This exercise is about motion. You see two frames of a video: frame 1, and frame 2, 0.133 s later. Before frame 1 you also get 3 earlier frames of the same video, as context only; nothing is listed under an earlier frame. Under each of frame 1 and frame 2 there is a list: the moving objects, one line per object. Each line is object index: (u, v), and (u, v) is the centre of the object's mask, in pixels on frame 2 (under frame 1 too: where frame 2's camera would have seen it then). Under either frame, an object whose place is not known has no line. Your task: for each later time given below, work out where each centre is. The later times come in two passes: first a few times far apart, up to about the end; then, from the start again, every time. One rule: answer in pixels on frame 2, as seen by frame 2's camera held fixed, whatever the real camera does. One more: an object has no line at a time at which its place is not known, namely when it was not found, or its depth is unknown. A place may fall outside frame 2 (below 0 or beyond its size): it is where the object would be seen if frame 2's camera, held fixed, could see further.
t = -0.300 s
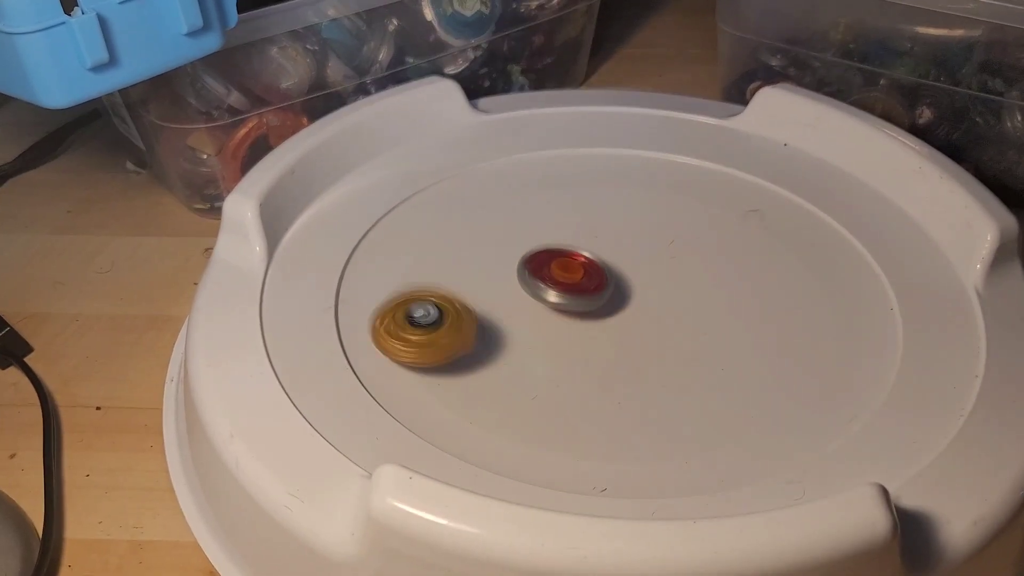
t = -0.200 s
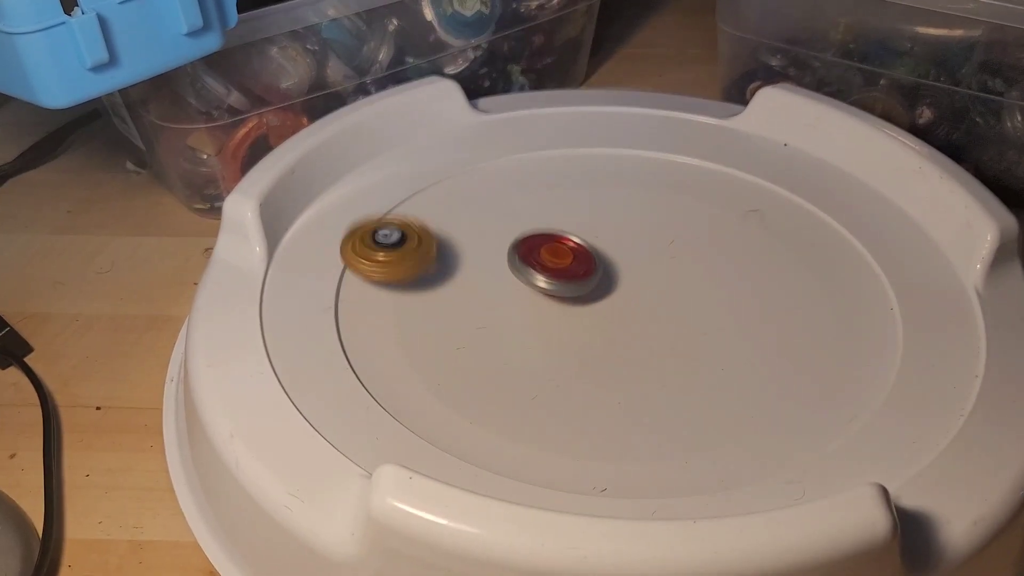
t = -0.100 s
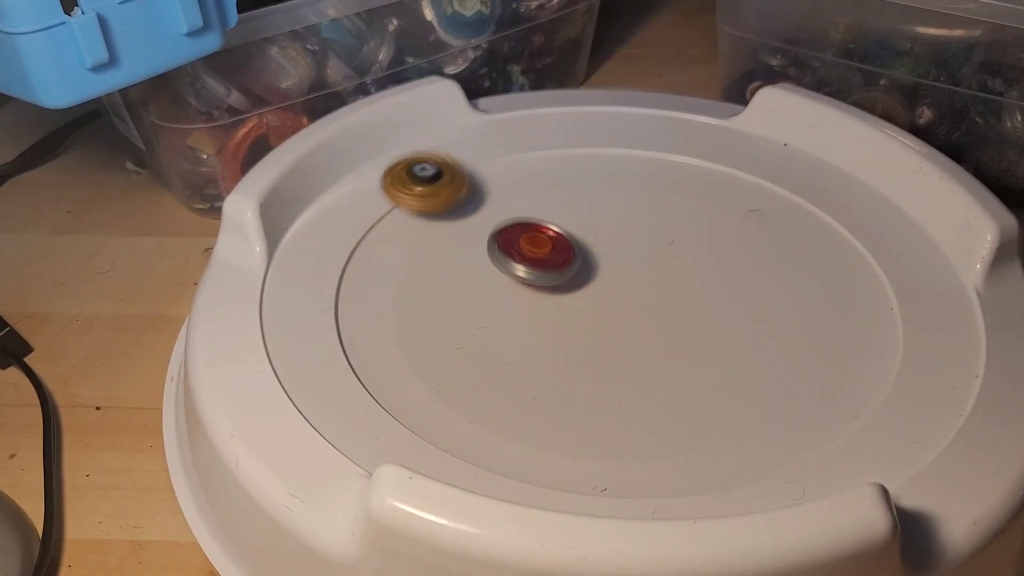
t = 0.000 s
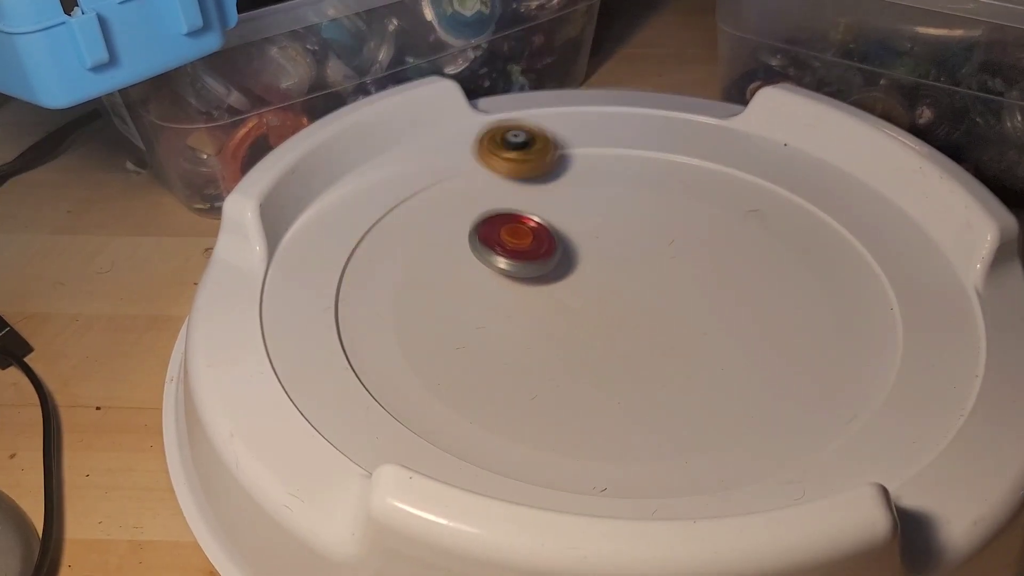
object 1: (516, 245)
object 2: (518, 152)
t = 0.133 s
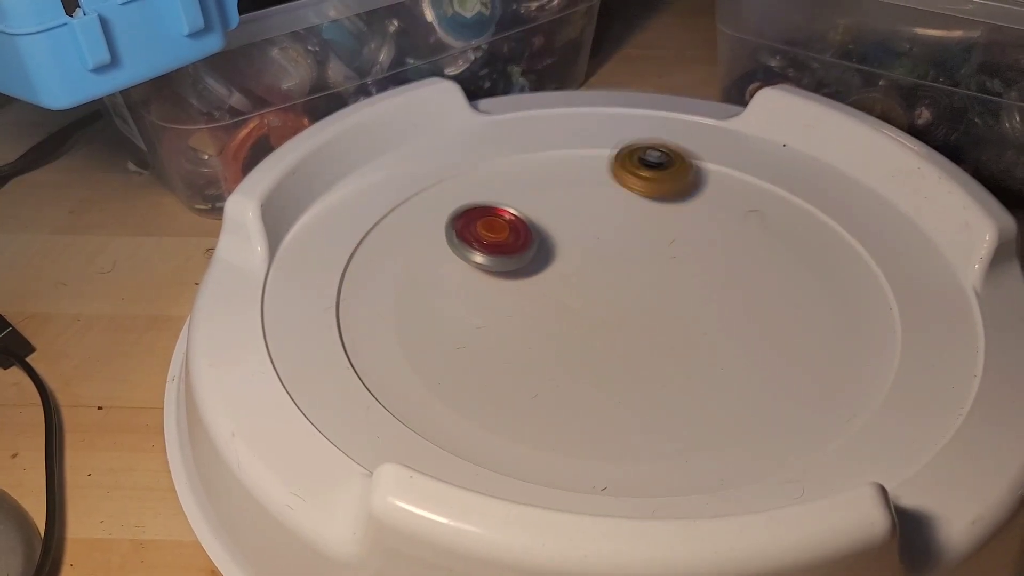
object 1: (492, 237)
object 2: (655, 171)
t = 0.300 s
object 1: (477, 240)
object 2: (772, 276)
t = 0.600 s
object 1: (507, 261)
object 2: (512, 417)
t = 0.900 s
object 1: (578, 272)
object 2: (415, 234)
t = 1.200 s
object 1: (649, 308)
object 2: (729, 193)
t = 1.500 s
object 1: (726, 298)
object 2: (851, 373)
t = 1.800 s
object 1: (761, 274)
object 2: (475, 350)
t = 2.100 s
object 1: (731, 269)
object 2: (553, 165)
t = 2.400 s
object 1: (671, 297)
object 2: (790, 240)
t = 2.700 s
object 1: (628, 330)
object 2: (582, 398)
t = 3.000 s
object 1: (605, 362)
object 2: (403, 232)
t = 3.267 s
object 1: (595, 372)
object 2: (627, 197)
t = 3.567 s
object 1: (582, 356)
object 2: (748, 374)
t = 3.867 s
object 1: (558, 325)
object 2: (441, 363)
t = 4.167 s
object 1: (529, 294)
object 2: (573, 215)
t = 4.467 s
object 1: (516, 271)
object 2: (820, 301)
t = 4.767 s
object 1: (528, 261)
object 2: (580, 398)
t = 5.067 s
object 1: (588, 245)
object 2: (474, 225)
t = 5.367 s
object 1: (690, 296)
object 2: (663, 147)
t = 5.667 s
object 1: (690, 366)
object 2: (779, 256)
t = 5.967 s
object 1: (777, 382)
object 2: (535, 344)
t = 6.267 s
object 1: (795, 329)
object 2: (449, 200)
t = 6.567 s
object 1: (768, 300)
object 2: (659, 251)
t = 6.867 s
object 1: (782, 309)
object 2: (574, 377)
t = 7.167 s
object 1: (715, 306)
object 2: (464, 293)
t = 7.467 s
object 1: (668, 342)
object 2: (663, 249)
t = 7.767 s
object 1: (623, 356)
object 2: (753, 344)
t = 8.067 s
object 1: (495, 346)
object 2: (604, 329)
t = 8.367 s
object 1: (456, 334)
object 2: (699, 230)
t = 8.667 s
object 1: (451, 307)
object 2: (692, 317)
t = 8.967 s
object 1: (404, 263)
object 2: (597, 273)
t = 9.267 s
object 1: (435, 251)
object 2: (647, 314)
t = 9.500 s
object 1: (448, 214)
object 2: (590, 324)
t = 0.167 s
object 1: (487, 237)
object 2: (686, 185)
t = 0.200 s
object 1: (483, 237)
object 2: (715, 204)
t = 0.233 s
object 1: (480, 237)
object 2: (740, 224)
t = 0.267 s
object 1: (478, 238)
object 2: (759, 249)
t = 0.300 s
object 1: (477, 240)
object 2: (772, 276)
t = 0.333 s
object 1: (477, 242)
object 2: (777, 304)
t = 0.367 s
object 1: (478, 244)
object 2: (771, 332)
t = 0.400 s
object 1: (479, 246)
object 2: (757, 359)
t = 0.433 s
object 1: (482, 249)
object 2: (733, 383)
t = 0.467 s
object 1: (485, 251)
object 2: (699, 403)
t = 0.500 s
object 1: (489, 254)
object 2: (657, 418)
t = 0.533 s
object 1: (494, 256)
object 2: (609, 424)
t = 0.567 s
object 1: (500, 258)
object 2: (561, 424)
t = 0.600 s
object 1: (507, 261)
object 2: (512, 417)
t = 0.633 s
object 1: (514, 263)
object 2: (469, 406)
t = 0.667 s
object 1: (521, 265)
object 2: (431, 390)
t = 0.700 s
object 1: (528, 267)
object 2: (400, 367)
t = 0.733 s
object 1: (537, 268)
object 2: (379, 341)
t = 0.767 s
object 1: (545, 270)
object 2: (368, 317)
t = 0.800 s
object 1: (554, 271)
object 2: (368, 292)
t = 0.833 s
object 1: (562, 272)
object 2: (377, 269)
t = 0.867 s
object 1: (570, 272)
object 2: (393, 249)
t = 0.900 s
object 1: (578, 272)
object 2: (415, 234)
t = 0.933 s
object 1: (585, 271)
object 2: (443, 221)
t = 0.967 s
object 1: (593, 271)
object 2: (474, 210)
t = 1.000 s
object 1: (600, 269)
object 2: (508, 205)
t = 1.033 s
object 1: (608, 269)
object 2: (546, 202)
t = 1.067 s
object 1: (614, 268)
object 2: (585, 203)
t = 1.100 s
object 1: (622, 274)
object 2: (621, 200)
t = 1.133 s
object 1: (631, 290)
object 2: (657, 192)
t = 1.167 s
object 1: (640, 301)
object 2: (692, 189)
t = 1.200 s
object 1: (649, 308)
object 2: (729, 193)
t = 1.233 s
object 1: (658, 311)
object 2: (765, 200)
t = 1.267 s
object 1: (668, 311)
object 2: (797, 212)
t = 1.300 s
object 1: (677, 310)
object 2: (825, 227)
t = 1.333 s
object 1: (686, 308)
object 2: (851, 245)
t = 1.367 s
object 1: (695, 307)
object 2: (870, 267)
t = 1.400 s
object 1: (704, 305)
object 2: (879, 292)
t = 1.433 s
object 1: (712, 303)
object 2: (881, 319)
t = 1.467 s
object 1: (720, 301)
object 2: (872, 347)
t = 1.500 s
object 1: (726, 298)
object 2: (851, 373)
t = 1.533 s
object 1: (732, 295)
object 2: (820, 395)
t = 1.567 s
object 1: (737, 292)
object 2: (779, 411)
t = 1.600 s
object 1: (742, 289)
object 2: (732, 420)
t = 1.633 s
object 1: (747, 287)
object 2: (682, 424)
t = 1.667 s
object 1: (751, 284)
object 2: (631, 421)
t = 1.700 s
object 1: (755, 281)
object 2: (581, 410)
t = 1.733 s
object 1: (758, 279)
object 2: (538, 395)
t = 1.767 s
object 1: (760, 276)
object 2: (501, 373)
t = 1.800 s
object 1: (761, 274)
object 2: (475, 350)
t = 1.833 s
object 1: (761, 272)
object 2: (455, 323)
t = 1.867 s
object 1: (760, 270)
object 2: (445, 297)
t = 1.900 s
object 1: (759, 268)
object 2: (443, 272)
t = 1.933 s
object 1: (756, 267)
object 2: (449, 248)
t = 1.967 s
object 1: (752, 267)
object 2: (460, 226)
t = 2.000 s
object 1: (748, 267)
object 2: (478, 206)
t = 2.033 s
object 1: (743, 267)
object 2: (500, 188)
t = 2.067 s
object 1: (737, 268)
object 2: (527, 175)
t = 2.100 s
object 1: (731, 269)
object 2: (553, 165)
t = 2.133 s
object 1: (724, 271)
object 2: (581, 159)
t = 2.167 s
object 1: (716, 273)
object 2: (612, 156)
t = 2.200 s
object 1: (710, 276)
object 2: (643, 157)
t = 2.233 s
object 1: (703, 279)
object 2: (675, 162)
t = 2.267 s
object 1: (696, 282)
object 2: (705, 170)
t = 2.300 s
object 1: (690, 285)
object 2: (734, 183)
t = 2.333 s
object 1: (684, 289)
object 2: (757, 199)
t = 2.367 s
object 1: (678, 293)
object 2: (776, 218)
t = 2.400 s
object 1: (671, 297)
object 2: (790, 240)
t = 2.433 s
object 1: (665, 301)
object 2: (799, 265)
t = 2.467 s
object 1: (660, 304)
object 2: (798, 290)
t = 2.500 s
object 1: (654, 308)
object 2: (790, 316)
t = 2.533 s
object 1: (649, 312)
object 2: (773, 341)
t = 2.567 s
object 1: (644, 316)
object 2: (747, 363)
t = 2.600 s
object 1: (640, 320)
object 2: (713, 381)
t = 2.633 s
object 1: (636, 323)
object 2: (672, 393)
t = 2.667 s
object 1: (632, 326)
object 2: (628, 398)
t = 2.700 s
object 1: (628, 330)
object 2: (582, 398)
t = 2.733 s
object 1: (625, 335)
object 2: (538, 389)
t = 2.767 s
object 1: (622, 339)
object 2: (496, 378)
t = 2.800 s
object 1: (618, 343)
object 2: (460, 361)
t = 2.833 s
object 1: (615, 347)
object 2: (432, 341)
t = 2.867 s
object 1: (613, 350)
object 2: (410, 317)
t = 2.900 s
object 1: (611, 354)
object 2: (398, 294)
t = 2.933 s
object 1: (608, 357)
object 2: (392, 272)
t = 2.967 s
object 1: (607, 360)
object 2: (395, 251)
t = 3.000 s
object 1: (605, 362)
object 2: (403, 232)
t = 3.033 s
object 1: (604, 365)
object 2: (419, 216)
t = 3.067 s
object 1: (602, 367)
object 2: (439, 203)
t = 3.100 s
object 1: (600, 369)
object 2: (464, 193)
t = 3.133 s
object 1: (599, 370)
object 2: (493, 188)
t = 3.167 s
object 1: (598, 371)
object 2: (525, 184)
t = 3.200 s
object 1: (597, 372)
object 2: (558, 185)
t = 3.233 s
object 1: (596, 372)
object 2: (592, 189)
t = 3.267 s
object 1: (595, 372)
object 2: (627, 197)
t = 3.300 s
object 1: (594, 371)
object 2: (659, 208)
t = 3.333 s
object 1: (593, 371)
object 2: (688, 223)
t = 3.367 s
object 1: (592, 369)
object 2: (714, 240)
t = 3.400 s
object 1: (591, 367)
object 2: (735, 260)
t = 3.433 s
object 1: (589, 365)
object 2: (753, 282)
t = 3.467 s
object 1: (588, 364)
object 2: (762, 304)
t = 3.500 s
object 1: (585, 361)
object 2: (766, 329)
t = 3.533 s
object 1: (584, 358)
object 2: (761, 352)
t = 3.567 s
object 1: (582, 356)
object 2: (748, 374)
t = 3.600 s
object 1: (579, 353)
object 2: (726, 394)
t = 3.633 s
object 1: (577, 349)
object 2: (697, 410)
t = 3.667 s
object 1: (574, 345)
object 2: (660, 421)
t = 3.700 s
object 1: (572, 342)
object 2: (617, 426)
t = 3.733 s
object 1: (568, 339)
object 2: (572, 423)
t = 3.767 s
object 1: (566, 335)
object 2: (530, 414)
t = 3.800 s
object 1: (564, 332)
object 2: (493, 401)
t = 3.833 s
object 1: (561, 328)
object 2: (463, 383)
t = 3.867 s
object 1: (558, 325)
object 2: (441, 363)
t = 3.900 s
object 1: (555, 322)
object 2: (427, 339)
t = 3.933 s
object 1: (551, 317)
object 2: (423, 316)
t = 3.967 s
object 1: (548, 314)
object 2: (427, 294)
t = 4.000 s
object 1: (545, 311)
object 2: (439, 274)
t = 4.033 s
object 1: (541, 307)
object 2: (458, 256)
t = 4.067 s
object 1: (538, 304)
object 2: (482, 241)
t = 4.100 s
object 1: (535, 301)
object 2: (509, 229)
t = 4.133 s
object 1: (532, 297)
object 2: (540, 221)
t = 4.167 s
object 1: (529, 294)
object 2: (573, 215)
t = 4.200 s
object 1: (527, 290)
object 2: (607, 212)
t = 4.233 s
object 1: (524, 288)
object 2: (641, 213)
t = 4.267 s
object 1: (522, 285)
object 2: (675, 217)
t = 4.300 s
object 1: (520, 282)
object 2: (708, 224)
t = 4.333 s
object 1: (519, 280)
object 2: (738, 234)
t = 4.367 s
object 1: (518, 278)
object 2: (767, 247)
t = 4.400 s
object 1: (516, 275)
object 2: (791, 263)
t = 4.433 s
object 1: (516, 273)
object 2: (810, 281)
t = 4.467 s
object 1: (516, 271)
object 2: (820, 301)
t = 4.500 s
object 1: (516, 270)
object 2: (824, 323)
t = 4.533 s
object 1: (516, 268)
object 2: (820, 346)
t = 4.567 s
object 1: (518, 267)
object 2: (805, 367)
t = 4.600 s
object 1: (519, 266)
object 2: (780, 386)
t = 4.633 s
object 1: (520, 265)
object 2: (747, 400)
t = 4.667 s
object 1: (521, 264)
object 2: (708, 409)
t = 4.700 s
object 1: (523, 263)
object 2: (665, 414)
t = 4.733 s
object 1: (525, 262)
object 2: (622, 409)
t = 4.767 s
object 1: (528, 261)
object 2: (580, 398)
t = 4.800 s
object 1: (530, 260)
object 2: (545, 385)
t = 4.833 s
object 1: (533, 259)
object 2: (515, 367)
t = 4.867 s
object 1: (537, 258)
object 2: (492, 346)
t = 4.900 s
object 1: (541, 258)
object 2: (479, 323)
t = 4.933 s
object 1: (546, 257)
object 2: (471, 300)
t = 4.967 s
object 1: (558, 254)
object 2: (463, 280)
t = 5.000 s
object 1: (573, 250)
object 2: (458, 262)
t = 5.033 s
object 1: (583, 247)
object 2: (463, 243)
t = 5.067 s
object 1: (588, 245)
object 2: (474, 225)
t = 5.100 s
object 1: (591, 242)
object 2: (490, 209)
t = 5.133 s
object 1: (596, 241)
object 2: (512, 197)
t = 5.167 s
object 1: (599, 239)
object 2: (536, 188)
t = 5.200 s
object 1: (615, 249)
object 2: (554, 172)
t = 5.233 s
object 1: (637, 264)
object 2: (568, 154)
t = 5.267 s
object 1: (654, 277)
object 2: (585, 141)
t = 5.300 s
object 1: (669, 287)
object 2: (609, 137)
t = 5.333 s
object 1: (682, 293)
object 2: (635, 141)
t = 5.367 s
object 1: (690, 296)
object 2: (663, 147)
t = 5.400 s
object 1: (698, 295)
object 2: (690, 156)
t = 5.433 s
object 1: (706, 292)
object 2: (713, 168)
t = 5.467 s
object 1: (714, 290)
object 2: (732, 184)
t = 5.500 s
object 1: (722, 286)
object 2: (745, 202)
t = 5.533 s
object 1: (729, 285)
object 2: (754, 220)
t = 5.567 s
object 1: (723, 308)
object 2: (767, 222)
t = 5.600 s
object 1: (711, 330)
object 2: (776, 228)
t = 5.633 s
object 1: (701, 351)
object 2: (780, 238)
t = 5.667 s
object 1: (690, 366)
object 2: (779, 256)
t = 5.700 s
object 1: (686, 380)
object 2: (773, 276)
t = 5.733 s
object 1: (686, 390)
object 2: (760, 297)
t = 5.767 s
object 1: (691, 398)
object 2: (740, 316)
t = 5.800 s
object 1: (698, 403)
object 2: (713, 327)
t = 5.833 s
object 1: (711, 406)
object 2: (677, 336)
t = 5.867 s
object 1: (727, 403)
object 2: (644, 350)
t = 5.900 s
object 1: (747, 397)
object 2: (608, 354)
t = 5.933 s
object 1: (764, 391)
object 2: (570, 351)
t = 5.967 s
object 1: (777, 382)
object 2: (535, 344)
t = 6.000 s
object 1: (785, 374)
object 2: (503, 333)
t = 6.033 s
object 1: (792, 367)
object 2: (475, 317)
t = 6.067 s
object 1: (795, 361)
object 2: (453, 301)
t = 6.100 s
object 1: (797, 354)
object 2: (436, 282)
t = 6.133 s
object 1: (799, 349)
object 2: (427, 262)
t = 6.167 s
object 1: (799, 343)
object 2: (424, 244)
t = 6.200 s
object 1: (798, 338)
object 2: (427, 226)
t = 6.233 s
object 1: (797, 333)
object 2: (435, 211)
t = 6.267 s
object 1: (795, 329)
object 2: (449, 200)
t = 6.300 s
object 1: (793, 325)
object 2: (466, 191)
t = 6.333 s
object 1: (790, 321)
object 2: (488, 187)
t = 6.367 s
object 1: (789, 317)
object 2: (513, 187)
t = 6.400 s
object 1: (786, 314)
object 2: (539, 189)
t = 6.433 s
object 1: (784, 311)
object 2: (566, 196)
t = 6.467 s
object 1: (782, 308)
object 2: (593, 206)
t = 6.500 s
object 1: (778, 305)
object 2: (617, 218)
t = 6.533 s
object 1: (774, 302)
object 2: (639, 234)
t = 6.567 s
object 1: (768, 300)
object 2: (659, 251)
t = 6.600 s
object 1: (761, 298)
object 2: (672, 270)
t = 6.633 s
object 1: (779, 300)
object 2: (668, 283)
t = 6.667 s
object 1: (794, 308)
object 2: (656, 296)
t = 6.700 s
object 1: (800, 311)
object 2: (649, 312)
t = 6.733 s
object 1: (800, 313)
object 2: (642, 329)
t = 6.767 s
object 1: (795, 312)
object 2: (631, 345)
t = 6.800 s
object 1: (791, 311)
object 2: (616, 359)
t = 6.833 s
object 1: (786, 310)
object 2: (598, 369)
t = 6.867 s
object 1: (782, 309)
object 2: (574, 377)
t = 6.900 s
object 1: (777, 308)
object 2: (548, 381)
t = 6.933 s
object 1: (771, 307)
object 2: (520, 380)
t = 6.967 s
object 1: (765, 306)
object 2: (494, 374)
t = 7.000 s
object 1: (758, 306)
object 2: (471, 365)
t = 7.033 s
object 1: (750, 306)
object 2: (452, 352)
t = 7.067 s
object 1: (742, 306)
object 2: (443, 336)
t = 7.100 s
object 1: (733, 306)
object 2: (442, 320)
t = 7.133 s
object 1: (725, 306)
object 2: (449, 305)
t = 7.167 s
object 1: (715, 306)
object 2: (464, 293)
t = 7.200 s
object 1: (706, 307)
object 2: (484, 282)
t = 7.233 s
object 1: (697, 307)
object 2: (509, 276)
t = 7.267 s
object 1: (687, 308)
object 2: (535, 271)
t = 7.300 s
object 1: (677, 309)
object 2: (563, 269)
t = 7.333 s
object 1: (670, 310)
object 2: (589, 269)
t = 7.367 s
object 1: (672, 317)
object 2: (609, 265)
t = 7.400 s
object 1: (672, 326)
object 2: (628, 261)
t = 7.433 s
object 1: (672, 336)
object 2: (644, 252)
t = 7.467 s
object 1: (668, 342)
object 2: (663, 249)
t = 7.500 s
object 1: (662, 345)
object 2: (685, 250)
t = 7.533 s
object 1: (656, 347)
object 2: (709, 254)
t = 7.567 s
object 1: (652, 349)
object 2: (730, 260)
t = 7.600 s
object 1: (647, 350)
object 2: (751, 270)
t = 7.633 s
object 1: (643, 352)
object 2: (766, 283)
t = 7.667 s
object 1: (638, 353)
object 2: (773, 297)
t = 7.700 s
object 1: (634, 354)
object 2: (775, 313)
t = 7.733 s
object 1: (628, 355)
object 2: (768, 329)
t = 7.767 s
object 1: (623, 356)
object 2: (753, 344)
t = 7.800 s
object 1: (618, 357)
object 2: (731, 355)
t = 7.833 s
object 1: (586, 356)
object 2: (729, 360)
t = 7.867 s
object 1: (558, 353)
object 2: (722, 364)
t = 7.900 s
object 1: (538, 348)
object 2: (704, 368)
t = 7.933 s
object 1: (527, 347)
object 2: (680, 368)
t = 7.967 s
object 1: (519, 346)
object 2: (656, 365)
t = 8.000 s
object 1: (512, 345)
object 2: (633, 356)
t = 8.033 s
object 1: (508, 345)
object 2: (614, 343)
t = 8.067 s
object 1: (495, 346)
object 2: (604, 329)
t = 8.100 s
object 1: (484, 345)
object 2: (602, 314)
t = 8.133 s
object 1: (477, 345)
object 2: (603, 299)
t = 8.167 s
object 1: (471, 344)
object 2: (609, 284)
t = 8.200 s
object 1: (467, 344)
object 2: (618, 270)
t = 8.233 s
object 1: (463, 342)
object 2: (631, 257)
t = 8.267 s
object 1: (461, 341)
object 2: (645, 247)
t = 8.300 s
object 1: (459, 339)
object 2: (662, 239)
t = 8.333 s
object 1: (457, 336)
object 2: (679, 233)
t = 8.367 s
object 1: (456, 334)
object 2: (699, 230)
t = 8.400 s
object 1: (455, 332)
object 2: (716, 231)
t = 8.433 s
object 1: (454, 330)
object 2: (734, 236)
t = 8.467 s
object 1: (452, 327)
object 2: (747, 244)
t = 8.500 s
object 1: (451, 324)
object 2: (755, 255)
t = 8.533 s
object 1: (451, 321)
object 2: (756, 270)
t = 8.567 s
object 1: (451, 317)
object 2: (750, 284)
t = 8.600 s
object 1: (451, 314)
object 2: (736, 298)
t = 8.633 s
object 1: (451, 311)
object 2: (715, 308)
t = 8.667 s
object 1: (451, 307)
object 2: (692, 317)
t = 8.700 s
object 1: (453, 303)
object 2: (664, 322)
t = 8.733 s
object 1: (454, 300)
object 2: (638, 323)
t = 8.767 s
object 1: (455, 296)
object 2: (610, 321)
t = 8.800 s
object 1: (457, 293)
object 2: (585, 314)
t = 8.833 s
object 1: (459, 289)
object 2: (561, 306)
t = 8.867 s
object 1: (434, 280)
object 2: (572, 298)
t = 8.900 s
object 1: (413, 272)
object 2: (583, 289)
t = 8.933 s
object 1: (405, 266)
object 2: (590, 281)
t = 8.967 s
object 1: (404, 263)
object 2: (597, 273)
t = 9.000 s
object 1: (404, 260)
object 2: (607, 268)
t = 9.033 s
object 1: (407, 256)
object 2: (626, 263)
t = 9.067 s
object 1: (408, 255)
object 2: (633, 263)
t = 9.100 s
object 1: (411, 253)
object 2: (646, 267)
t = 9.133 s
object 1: (414, 251)
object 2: (657, 274)
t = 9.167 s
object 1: (419, 251)
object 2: (664, 284)
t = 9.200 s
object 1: (423, 251)
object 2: (665, 294)
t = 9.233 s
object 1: (429, 251)
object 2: (660, 305)
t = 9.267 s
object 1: (435, 251)
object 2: (647, 314)
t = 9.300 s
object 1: (442, 251)
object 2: (631, 320)
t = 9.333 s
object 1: (450, 252)
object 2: (611, 323)
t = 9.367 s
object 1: (457, 252)
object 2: (590, 322)
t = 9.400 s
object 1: (465, 252)
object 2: (571, 317)
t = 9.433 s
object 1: (472, 253)
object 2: (556, 309)
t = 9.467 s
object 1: (467, 241)
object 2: (562, 310)
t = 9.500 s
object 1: (448, 214)
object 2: (590, 324)
